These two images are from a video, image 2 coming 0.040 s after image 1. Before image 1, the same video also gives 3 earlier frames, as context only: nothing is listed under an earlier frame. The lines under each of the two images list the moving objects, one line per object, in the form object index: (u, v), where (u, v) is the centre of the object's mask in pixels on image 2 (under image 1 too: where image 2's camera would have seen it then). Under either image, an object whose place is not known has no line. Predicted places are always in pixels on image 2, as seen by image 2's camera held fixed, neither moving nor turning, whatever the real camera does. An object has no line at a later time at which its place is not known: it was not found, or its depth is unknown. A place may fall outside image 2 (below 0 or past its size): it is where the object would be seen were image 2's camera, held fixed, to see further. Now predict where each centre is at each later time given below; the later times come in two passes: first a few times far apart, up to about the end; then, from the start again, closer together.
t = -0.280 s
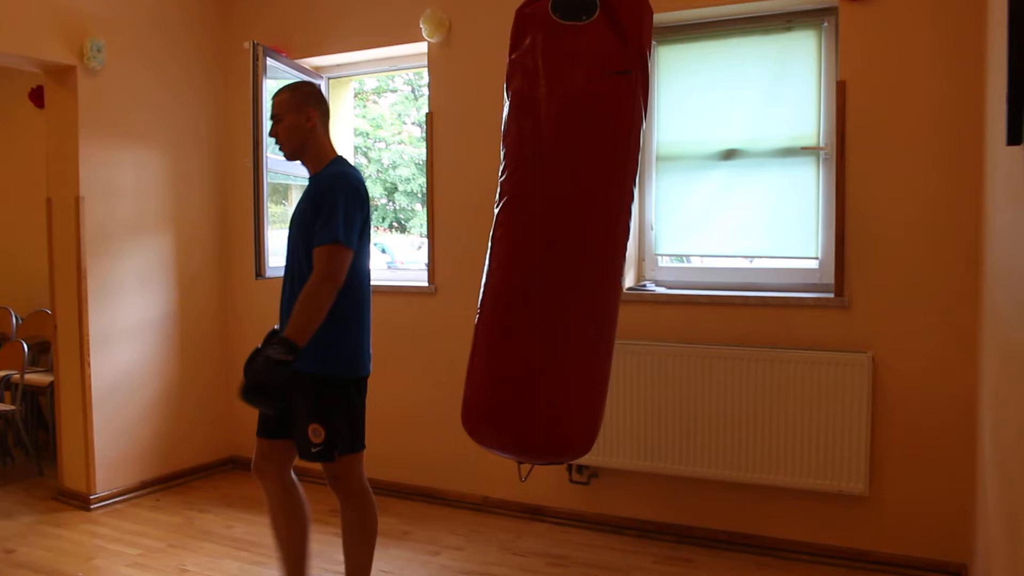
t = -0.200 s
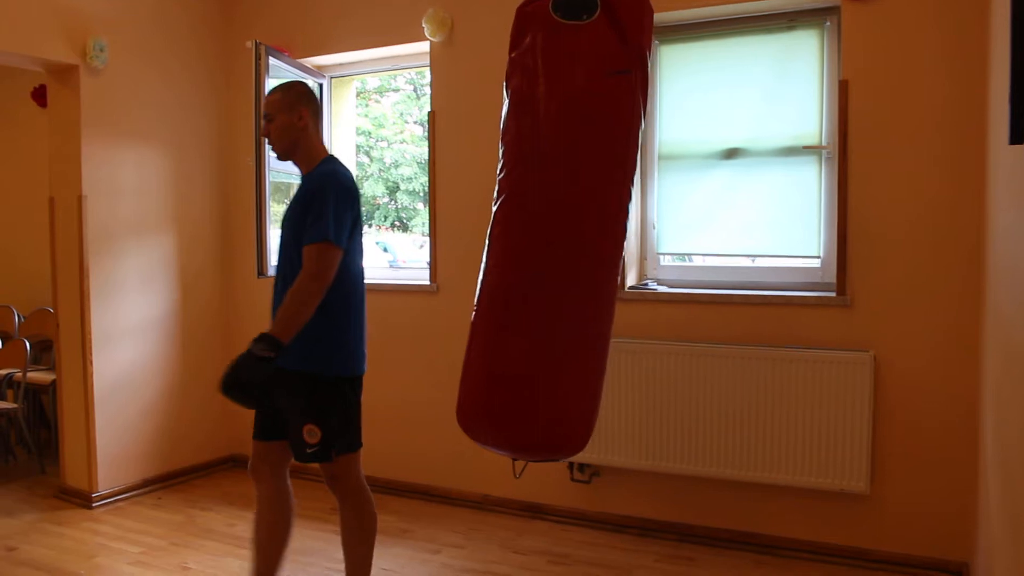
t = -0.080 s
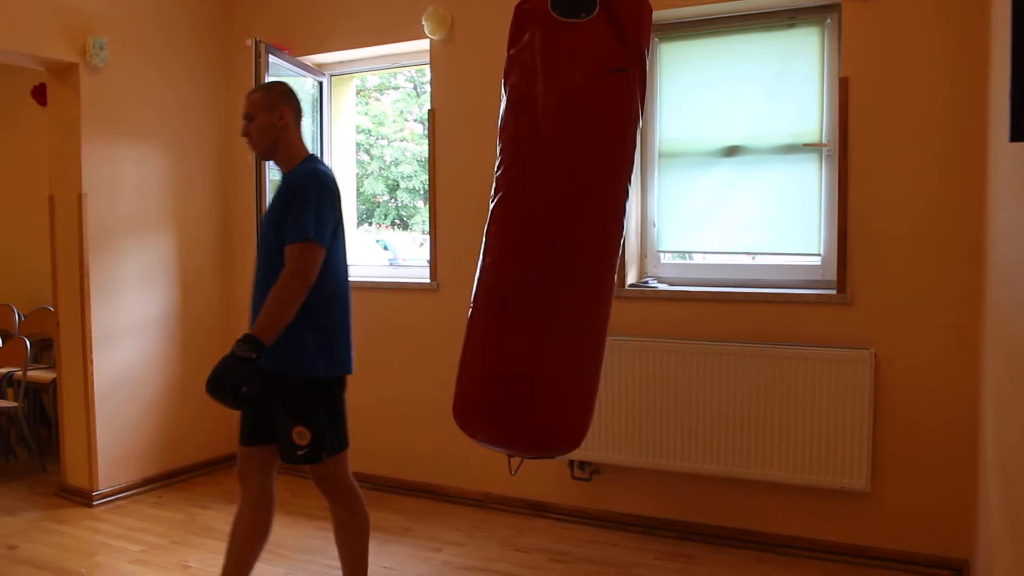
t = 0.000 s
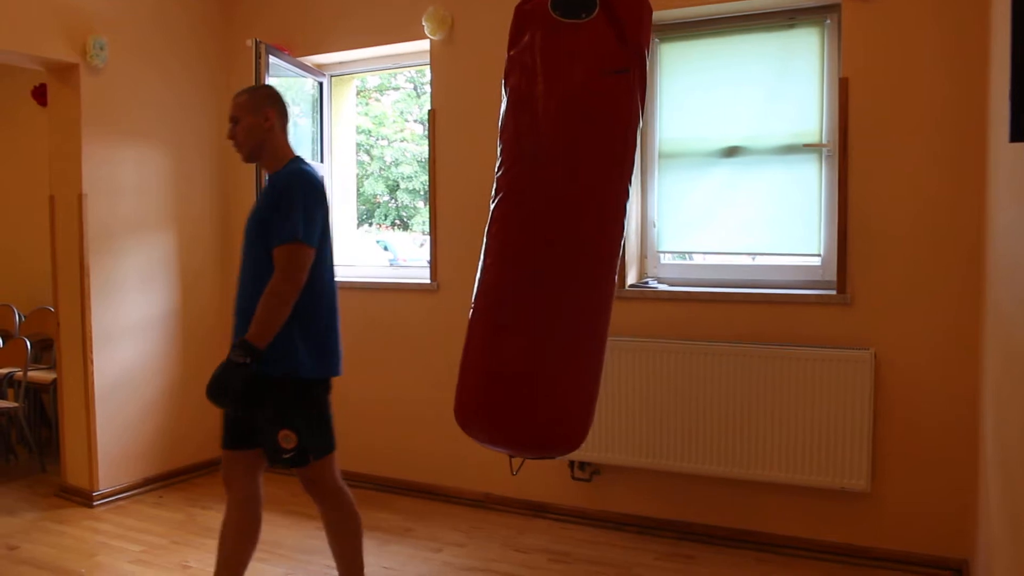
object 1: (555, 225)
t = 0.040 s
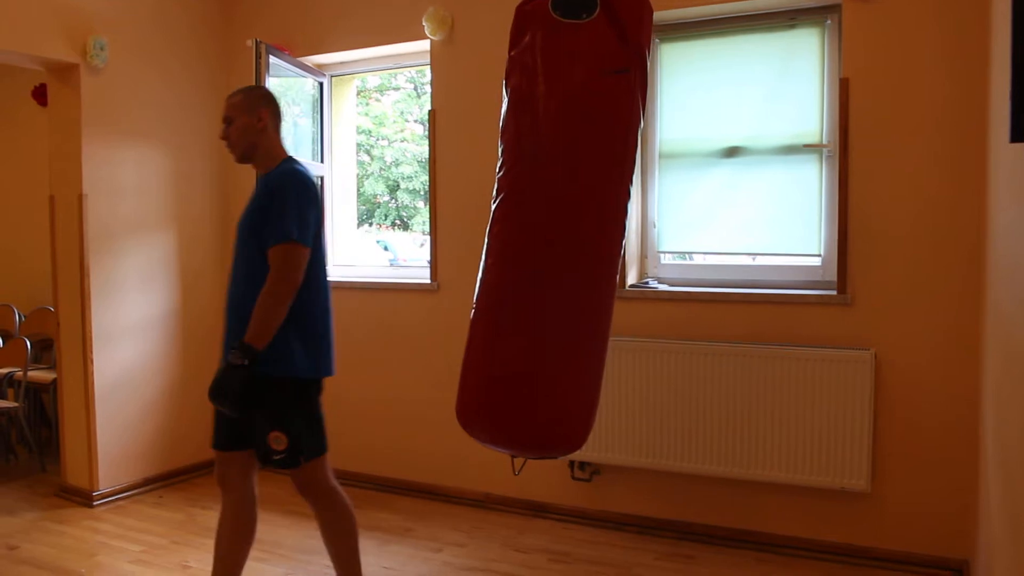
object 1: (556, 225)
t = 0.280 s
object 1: (568, 224)
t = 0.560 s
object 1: (597, 229)
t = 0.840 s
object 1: (622, 229)
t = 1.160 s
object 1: (622, 228)
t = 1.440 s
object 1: (598, 228)
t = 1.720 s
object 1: (569, 224)
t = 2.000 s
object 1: (555, 221)
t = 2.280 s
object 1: (563, 221)
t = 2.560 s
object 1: (592, 224)
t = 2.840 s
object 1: (620, 225)
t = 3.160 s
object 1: (628, 223)
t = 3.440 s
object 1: (612, 225)
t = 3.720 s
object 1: (582, 223)
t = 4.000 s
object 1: (560, 220)
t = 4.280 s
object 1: (561, 221)
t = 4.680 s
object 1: (597, 224)
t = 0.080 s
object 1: (557, 225)
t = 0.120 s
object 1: (559, 224)
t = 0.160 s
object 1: (561, 224)
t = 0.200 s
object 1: (563, 223)
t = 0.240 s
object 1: (565, 225)
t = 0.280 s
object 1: (568, 224)
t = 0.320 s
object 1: (572, 226)
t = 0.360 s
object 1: (576, 227)
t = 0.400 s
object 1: (579, 226)
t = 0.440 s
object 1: (584, 227)
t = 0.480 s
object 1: (588, 227)
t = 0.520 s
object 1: (593, 228)
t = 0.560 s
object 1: (597, 229)
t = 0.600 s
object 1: (602, 230)
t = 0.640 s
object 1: (606, 230)
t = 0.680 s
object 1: (610, 229)
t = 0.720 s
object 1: (613, 229)
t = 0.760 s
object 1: (617, 229)
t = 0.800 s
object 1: (620, 230)
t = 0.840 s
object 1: (622, 229)
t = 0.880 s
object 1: (624, 229)
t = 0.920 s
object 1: (625, 228)
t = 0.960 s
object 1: (626, 228)
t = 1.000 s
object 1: (627, 229)
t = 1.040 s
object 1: (627, 229)
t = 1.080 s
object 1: (626, 229)
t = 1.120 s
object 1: (625, 228)
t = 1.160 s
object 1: (622, 228)
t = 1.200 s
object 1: (620, 227)
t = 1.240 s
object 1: (617, 228)
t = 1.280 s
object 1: (614, 227)
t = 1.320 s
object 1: (611, 228)
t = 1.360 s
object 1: (606, 228)
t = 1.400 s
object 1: (602, 227)
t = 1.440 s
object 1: (598, 228)
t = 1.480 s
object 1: (593, 227)
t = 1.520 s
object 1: (589, 227)
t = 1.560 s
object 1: (584, 226)
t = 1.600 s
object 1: (580, 226)
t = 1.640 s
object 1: (576, 225)
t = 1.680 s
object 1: (573, 225)
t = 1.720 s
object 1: (569, 224)
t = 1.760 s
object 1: (566, 223)
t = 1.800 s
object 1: (563, 222)
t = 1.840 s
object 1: (560, 222)
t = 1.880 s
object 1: (559, 223)
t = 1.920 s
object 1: (557, 223)
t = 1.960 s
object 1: (556, 223)
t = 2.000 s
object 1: (555, 221)
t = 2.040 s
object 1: (555, 221)
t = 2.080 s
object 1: (555, 220)
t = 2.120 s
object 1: (555, 220)
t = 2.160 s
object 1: (557, 221)
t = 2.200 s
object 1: (559, 221)
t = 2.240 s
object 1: (560, 221)
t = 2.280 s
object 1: (563, 221)
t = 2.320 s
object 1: (566, 221)
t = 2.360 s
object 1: (570, 221)
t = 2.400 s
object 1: (574, 222)
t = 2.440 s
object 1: (579, 221)
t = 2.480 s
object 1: (583, 223)
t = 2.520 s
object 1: (587, 223)
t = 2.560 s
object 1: (592, 224)
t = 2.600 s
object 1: (596, 224)
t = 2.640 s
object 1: (601, 224)
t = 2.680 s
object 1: (605, 225)
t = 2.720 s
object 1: (609, 225)
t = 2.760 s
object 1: (613, 226)
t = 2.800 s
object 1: (616, 225)
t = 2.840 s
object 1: (620, 225)
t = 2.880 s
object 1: (621, 224)
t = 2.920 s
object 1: (624, 225)
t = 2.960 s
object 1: (626, 223)
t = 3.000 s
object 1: (628, 225)
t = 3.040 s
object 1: (629, 223)
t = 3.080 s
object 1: (629, 223)
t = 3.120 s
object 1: (629, 224)
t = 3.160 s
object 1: (628, 223)
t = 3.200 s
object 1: (627, 225)
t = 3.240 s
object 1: (626, 224)
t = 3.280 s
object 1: (625, 225)
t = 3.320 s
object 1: (622, 226)
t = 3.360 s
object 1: (620, 226)
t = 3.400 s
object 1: (616, 226)
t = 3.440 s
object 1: (612, 225)
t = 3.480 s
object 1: (608, 224)
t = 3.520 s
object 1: (603, 224)
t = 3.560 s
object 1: (599, 225)
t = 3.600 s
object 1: (594, 224)
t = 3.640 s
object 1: (590, 224)
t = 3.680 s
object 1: (586, 223)
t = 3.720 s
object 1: (582, 223)
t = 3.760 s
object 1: (577, 223)
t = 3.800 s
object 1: (574, 224)
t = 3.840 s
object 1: (571, 223)
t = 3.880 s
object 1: (568, 222)
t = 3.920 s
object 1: (565, 222)
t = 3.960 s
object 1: (562, 221)
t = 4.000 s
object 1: (560, 220)
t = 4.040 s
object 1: (559, 220)
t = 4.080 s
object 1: (558, 220)
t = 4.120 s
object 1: (558, 220)
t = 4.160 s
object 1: (558, 220)
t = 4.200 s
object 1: (559, 220)
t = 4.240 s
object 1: (559, 219)
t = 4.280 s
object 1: (561, 221)
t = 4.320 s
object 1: (563, 219)
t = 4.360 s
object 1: (565, 221)
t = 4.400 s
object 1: (568, 221)
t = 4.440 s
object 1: (572, 222)
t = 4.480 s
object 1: (576, 224)
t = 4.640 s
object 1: (592, 222)
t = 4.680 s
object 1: (597, 224)
